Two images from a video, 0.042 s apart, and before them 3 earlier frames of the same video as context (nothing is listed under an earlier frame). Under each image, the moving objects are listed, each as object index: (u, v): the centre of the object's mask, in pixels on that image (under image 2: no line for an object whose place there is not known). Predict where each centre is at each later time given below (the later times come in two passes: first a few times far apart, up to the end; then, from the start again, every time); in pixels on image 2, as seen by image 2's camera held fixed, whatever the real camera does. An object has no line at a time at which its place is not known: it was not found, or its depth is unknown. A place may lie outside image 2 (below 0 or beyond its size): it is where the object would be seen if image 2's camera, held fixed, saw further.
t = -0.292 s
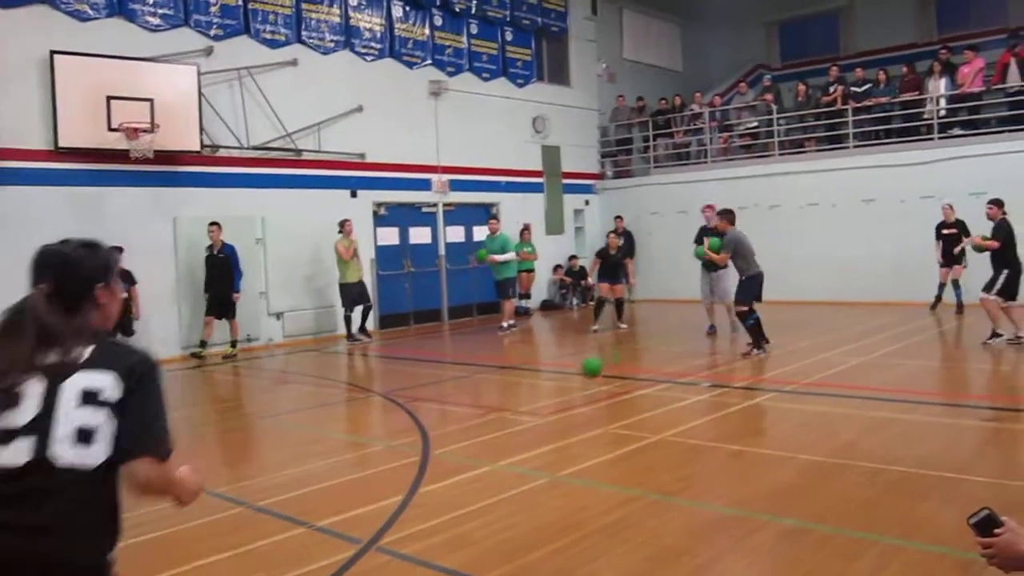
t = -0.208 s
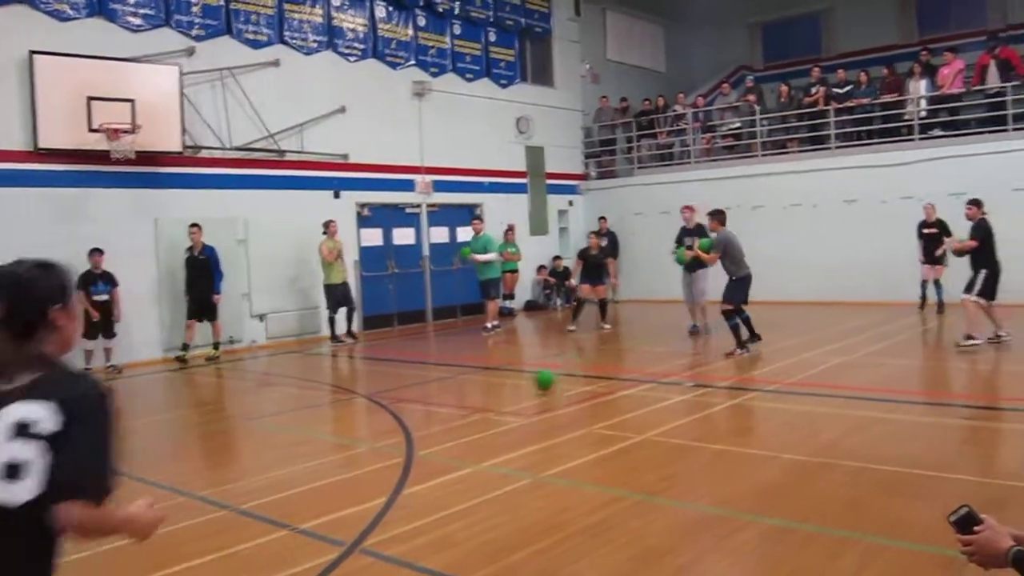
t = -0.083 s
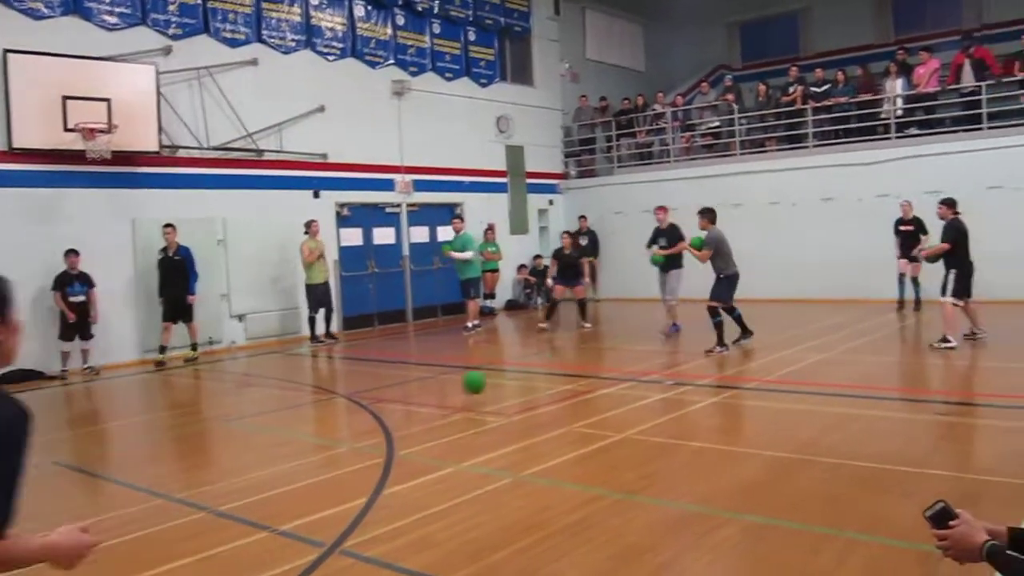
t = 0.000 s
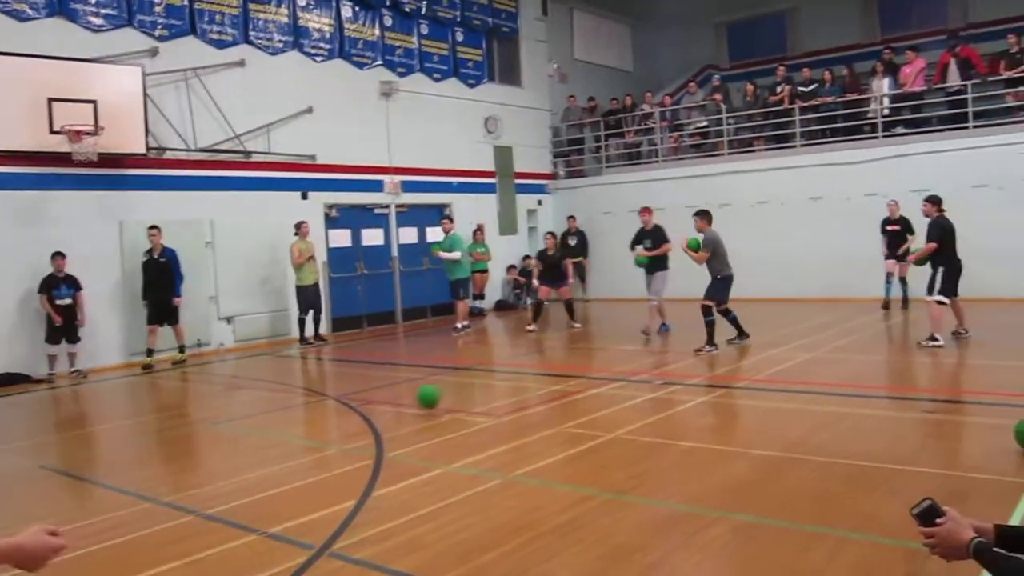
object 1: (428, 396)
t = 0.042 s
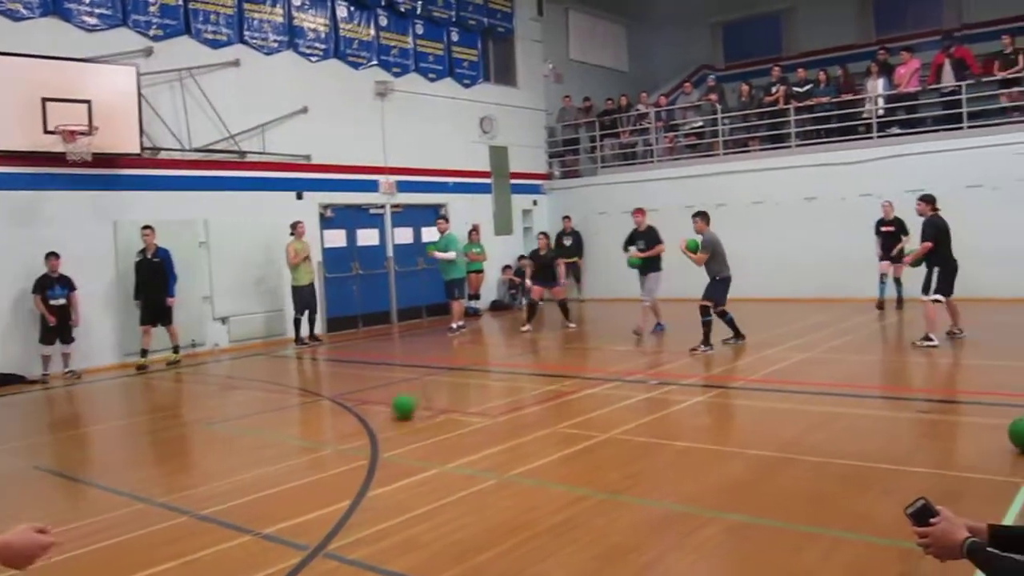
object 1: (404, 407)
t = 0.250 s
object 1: (302, 427)
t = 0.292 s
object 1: (278, 434)
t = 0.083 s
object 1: (385, 407)
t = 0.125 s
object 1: (364, 408)
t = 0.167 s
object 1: (343, 411)
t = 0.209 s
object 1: (323, 418)
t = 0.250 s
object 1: (302, 427)
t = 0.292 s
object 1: (278, 434)
